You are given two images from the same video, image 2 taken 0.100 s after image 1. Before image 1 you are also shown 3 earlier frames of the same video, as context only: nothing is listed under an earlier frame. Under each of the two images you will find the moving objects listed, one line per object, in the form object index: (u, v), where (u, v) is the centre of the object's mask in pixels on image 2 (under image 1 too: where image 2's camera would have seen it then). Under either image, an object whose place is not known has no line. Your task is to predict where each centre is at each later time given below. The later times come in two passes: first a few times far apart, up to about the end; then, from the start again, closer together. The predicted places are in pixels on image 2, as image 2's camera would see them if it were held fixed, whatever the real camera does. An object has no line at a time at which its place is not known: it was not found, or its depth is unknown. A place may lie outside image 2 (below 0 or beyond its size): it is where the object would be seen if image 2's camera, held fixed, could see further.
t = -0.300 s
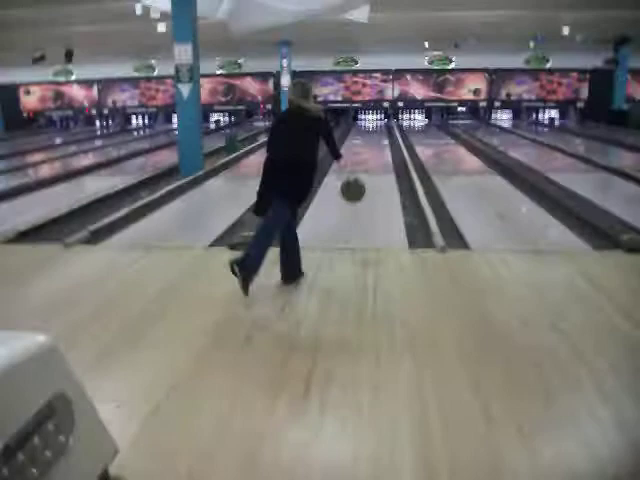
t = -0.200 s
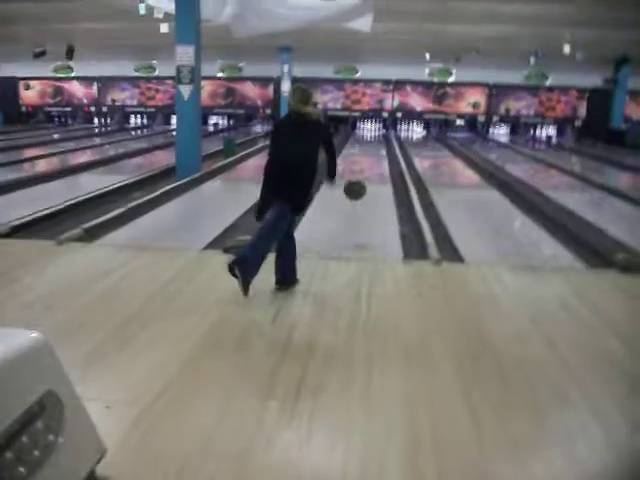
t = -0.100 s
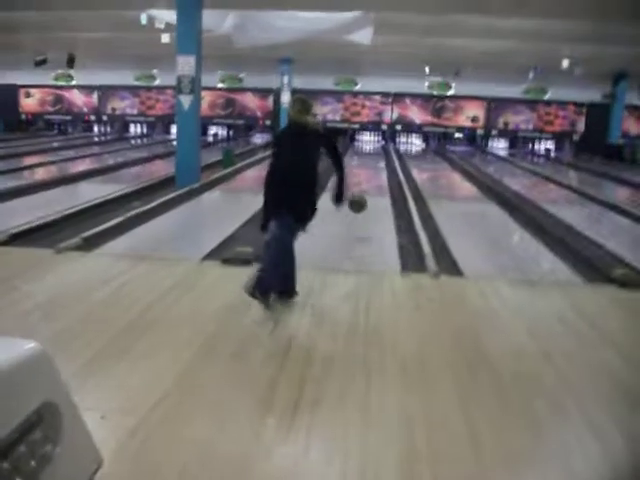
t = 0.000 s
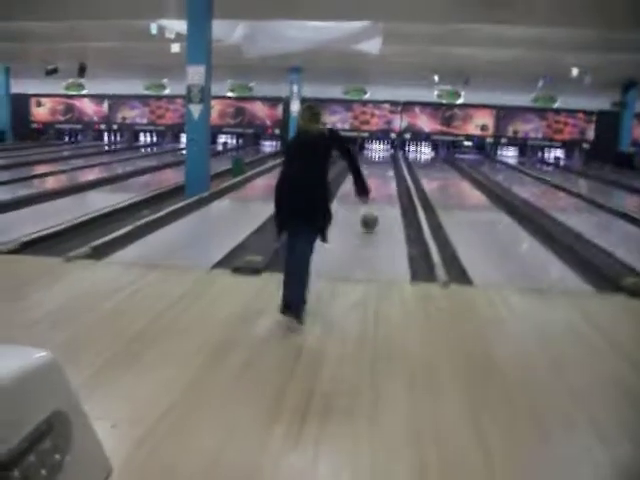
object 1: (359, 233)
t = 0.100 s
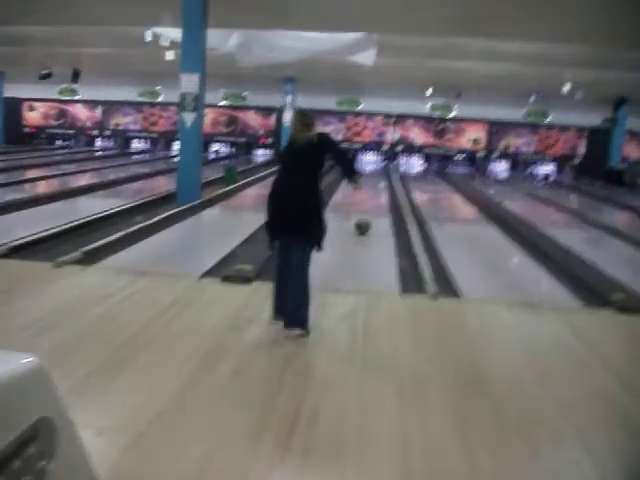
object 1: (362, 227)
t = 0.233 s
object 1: (364, 218)
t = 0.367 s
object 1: (365, 211)
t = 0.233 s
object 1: (364, 218)
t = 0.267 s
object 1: (364, 216)
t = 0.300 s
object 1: (364, 215)
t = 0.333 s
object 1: (365, 214)
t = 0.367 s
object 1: (365, 211)
